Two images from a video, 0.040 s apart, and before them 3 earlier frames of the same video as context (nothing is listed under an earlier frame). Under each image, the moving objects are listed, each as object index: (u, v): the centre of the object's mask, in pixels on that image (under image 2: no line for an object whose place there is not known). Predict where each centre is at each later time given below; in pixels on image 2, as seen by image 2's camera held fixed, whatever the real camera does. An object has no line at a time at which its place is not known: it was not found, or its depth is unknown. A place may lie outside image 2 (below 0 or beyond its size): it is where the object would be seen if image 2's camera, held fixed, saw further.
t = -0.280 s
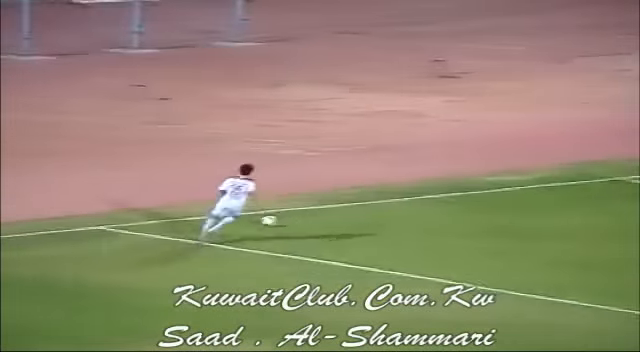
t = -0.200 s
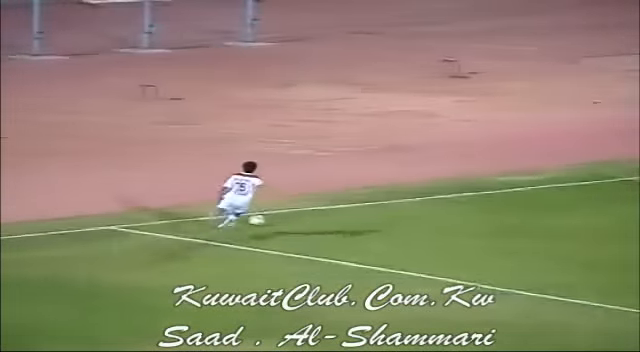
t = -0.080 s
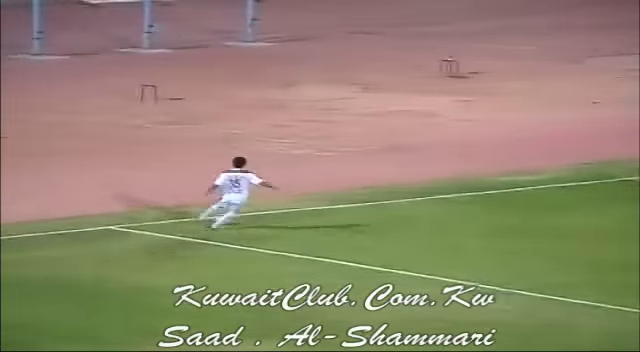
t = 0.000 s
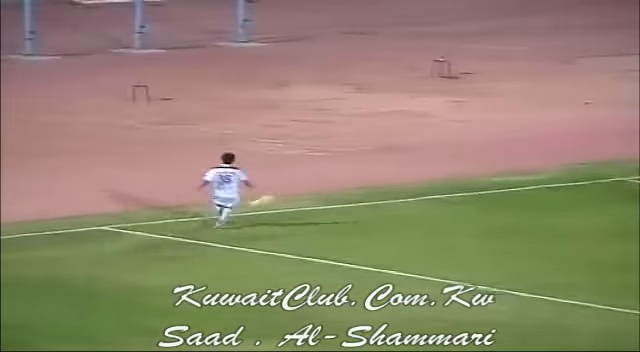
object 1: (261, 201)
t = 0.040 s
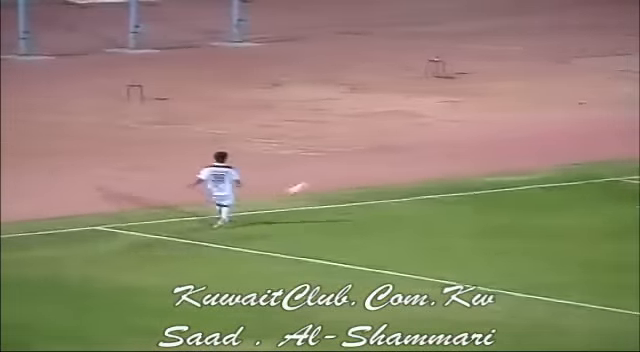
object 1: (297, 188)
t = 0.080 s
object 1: (337, 176)
